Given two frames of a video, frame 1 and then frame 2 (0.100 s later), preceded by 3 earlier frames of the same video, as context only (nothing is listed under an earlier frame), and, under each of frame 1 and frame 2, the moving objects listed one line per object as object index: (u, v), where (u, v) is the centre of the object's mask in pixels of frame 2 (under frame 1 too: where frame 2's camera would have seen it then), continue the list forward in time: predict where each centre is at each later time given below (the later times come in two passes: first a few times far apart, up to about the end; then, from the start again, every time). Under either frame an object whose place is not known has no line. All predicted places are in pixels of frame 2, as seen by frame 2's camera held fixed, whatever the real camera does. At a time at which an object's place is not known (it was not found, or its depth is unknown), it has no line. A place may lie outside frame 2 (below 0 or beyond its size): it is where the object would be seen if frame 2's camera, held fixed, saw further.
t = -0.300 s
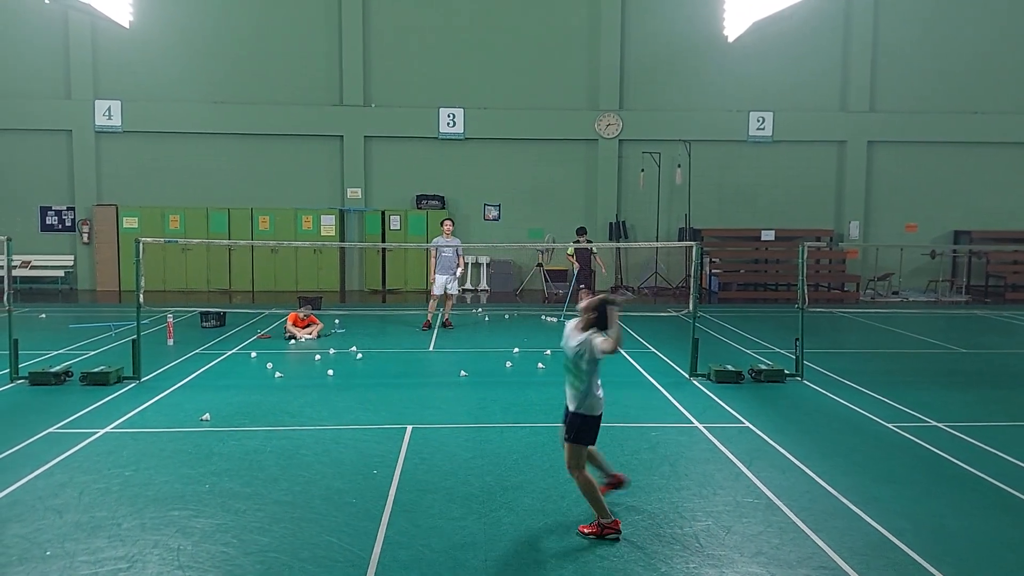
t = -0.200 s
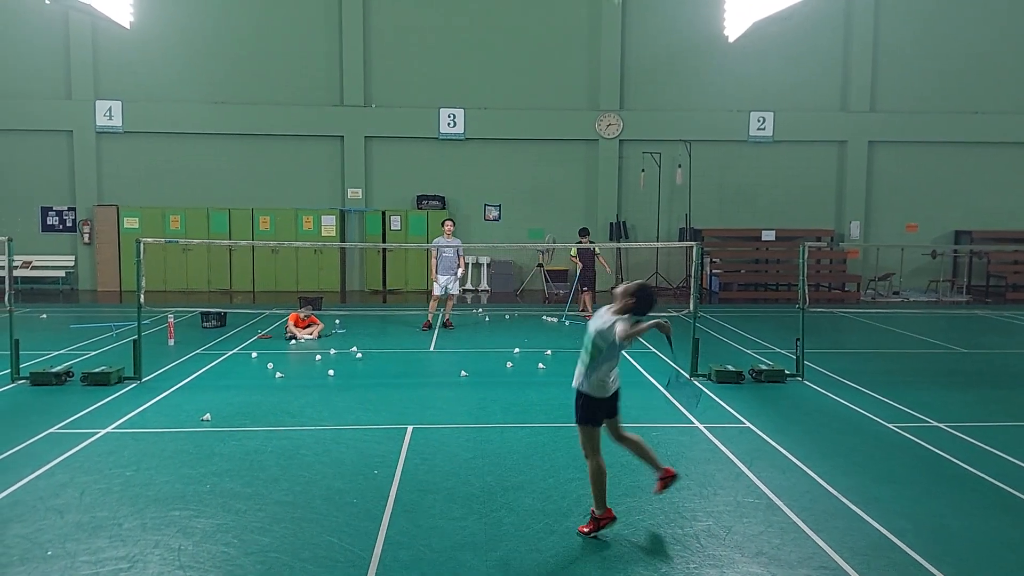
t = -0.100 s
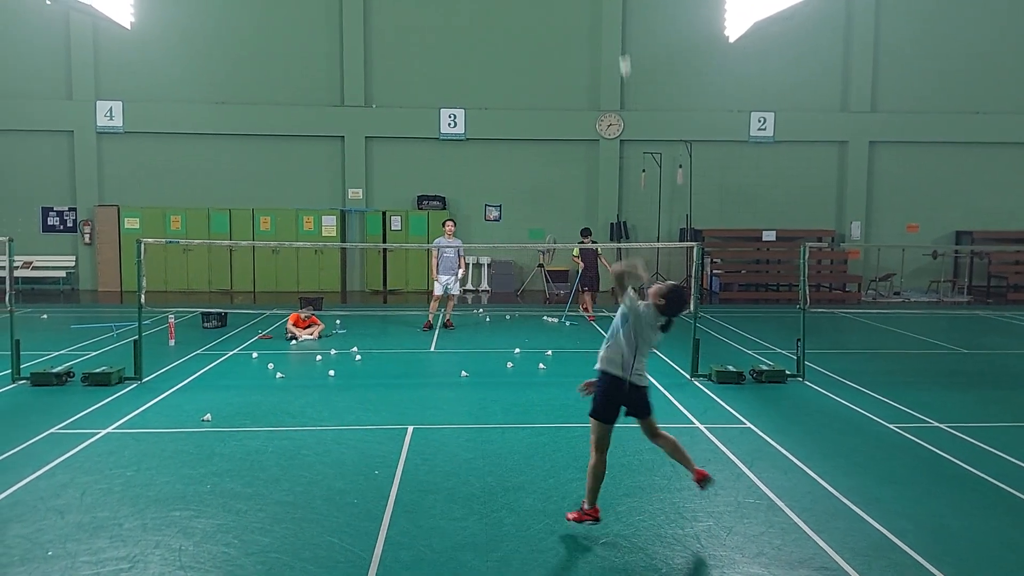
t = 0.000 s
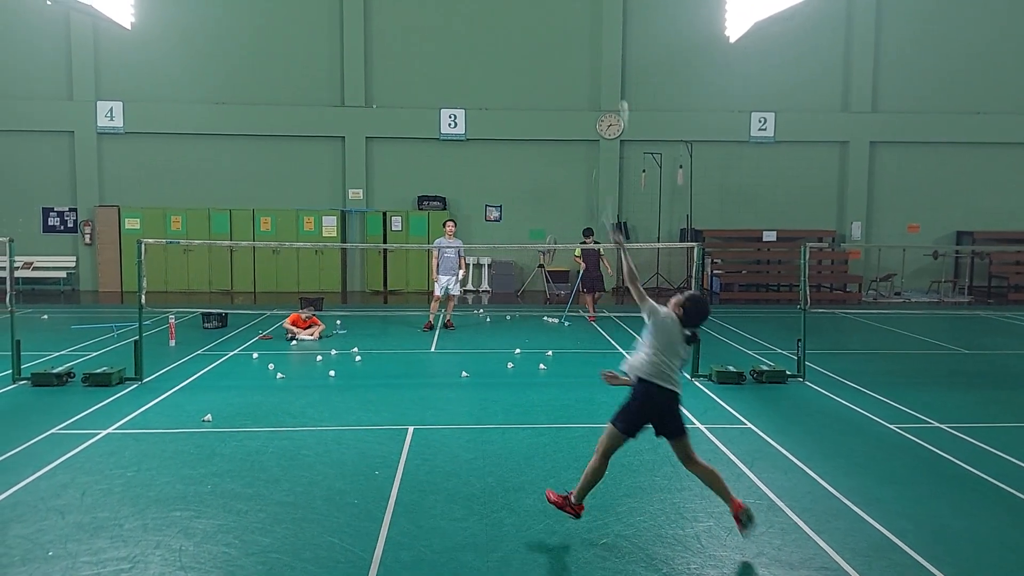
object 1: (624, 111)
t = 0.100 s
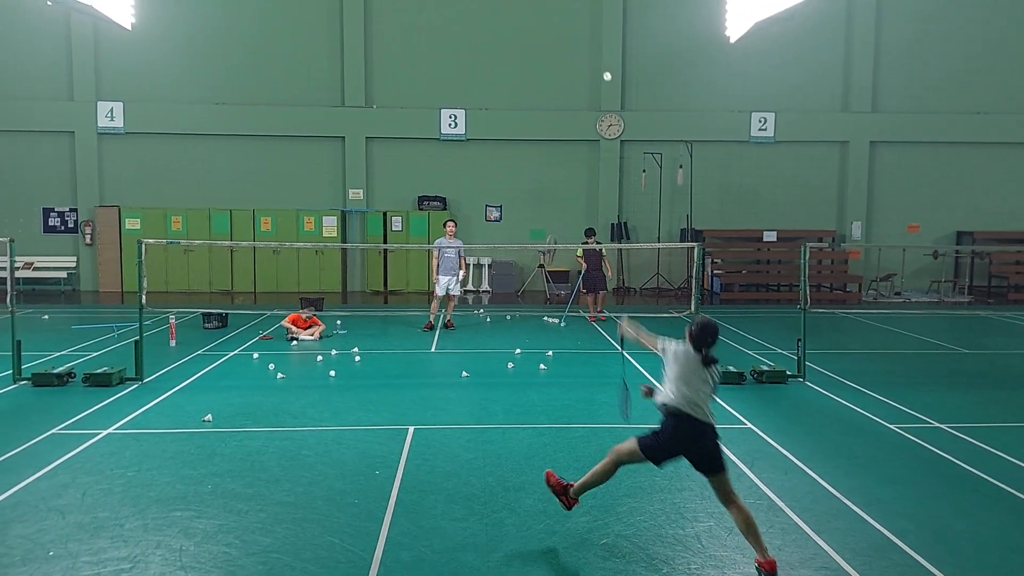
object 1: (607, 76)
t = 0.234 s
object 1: (598, 69)
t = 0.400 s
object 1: (596, 81)
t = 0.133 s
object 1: (604, 72)
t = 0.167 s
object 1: (603, 70)
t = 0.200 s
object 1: (601, 69)
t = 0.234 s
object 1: (598, 69)
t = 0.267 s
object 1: (598, 70)
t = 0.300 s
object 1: (598, 72)
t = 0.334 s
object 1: (597, 74)
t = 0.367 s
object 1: (596, 77)
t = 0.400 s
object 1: (596, 81)
